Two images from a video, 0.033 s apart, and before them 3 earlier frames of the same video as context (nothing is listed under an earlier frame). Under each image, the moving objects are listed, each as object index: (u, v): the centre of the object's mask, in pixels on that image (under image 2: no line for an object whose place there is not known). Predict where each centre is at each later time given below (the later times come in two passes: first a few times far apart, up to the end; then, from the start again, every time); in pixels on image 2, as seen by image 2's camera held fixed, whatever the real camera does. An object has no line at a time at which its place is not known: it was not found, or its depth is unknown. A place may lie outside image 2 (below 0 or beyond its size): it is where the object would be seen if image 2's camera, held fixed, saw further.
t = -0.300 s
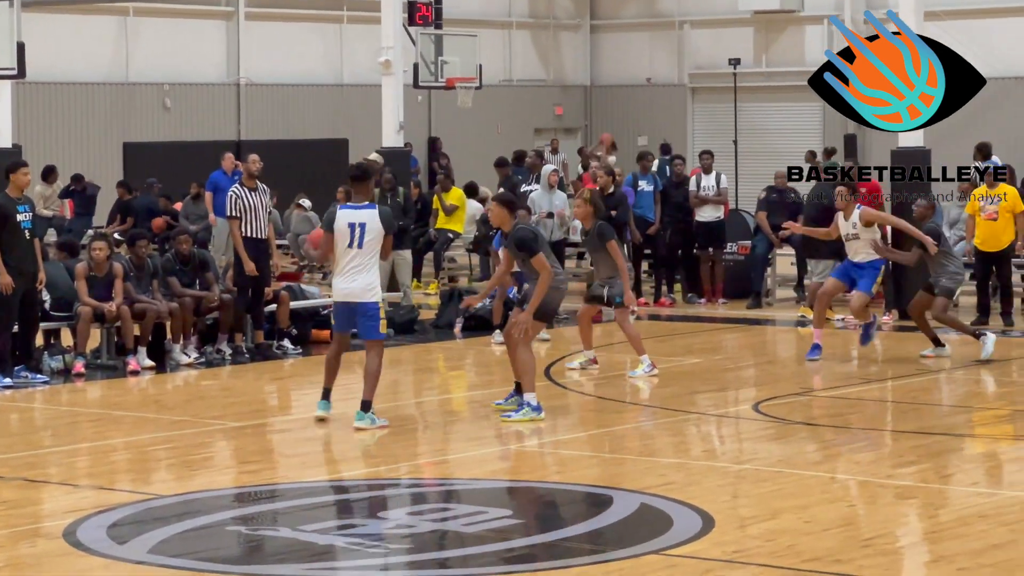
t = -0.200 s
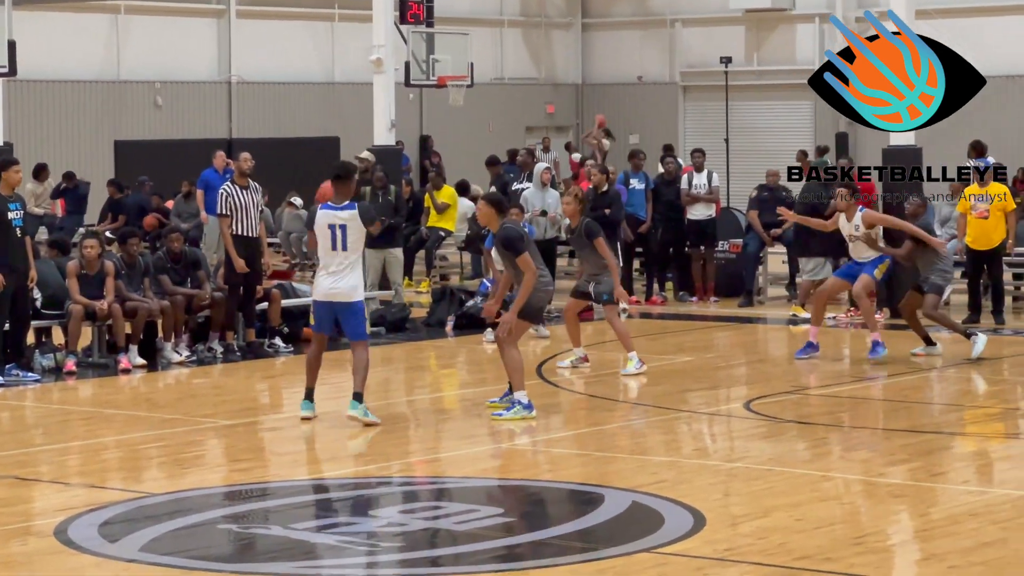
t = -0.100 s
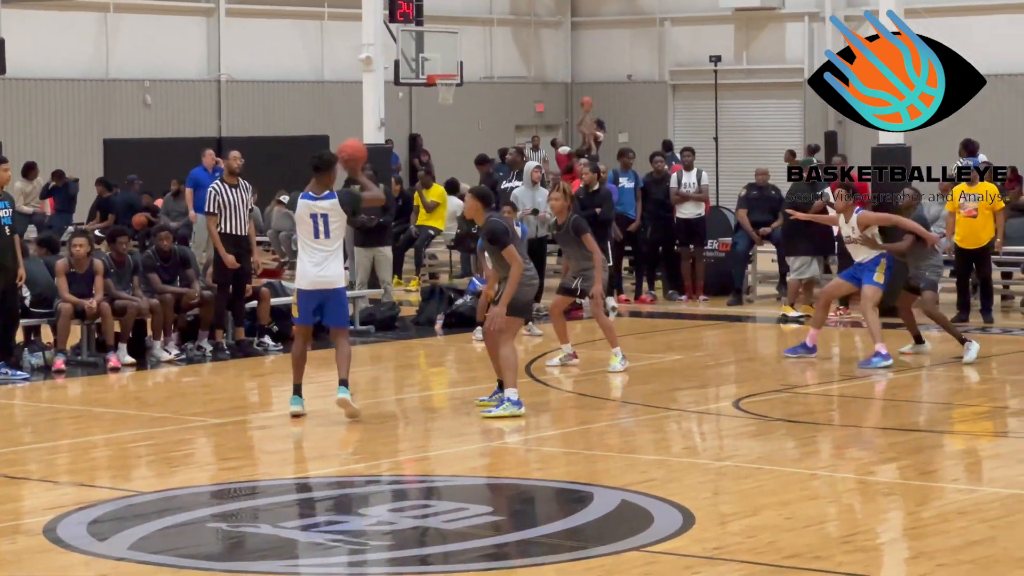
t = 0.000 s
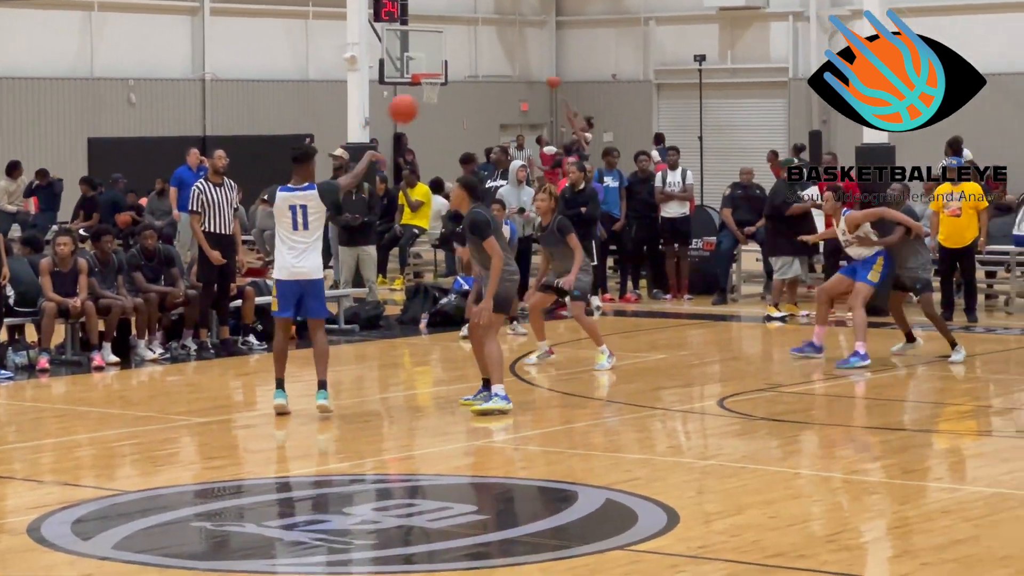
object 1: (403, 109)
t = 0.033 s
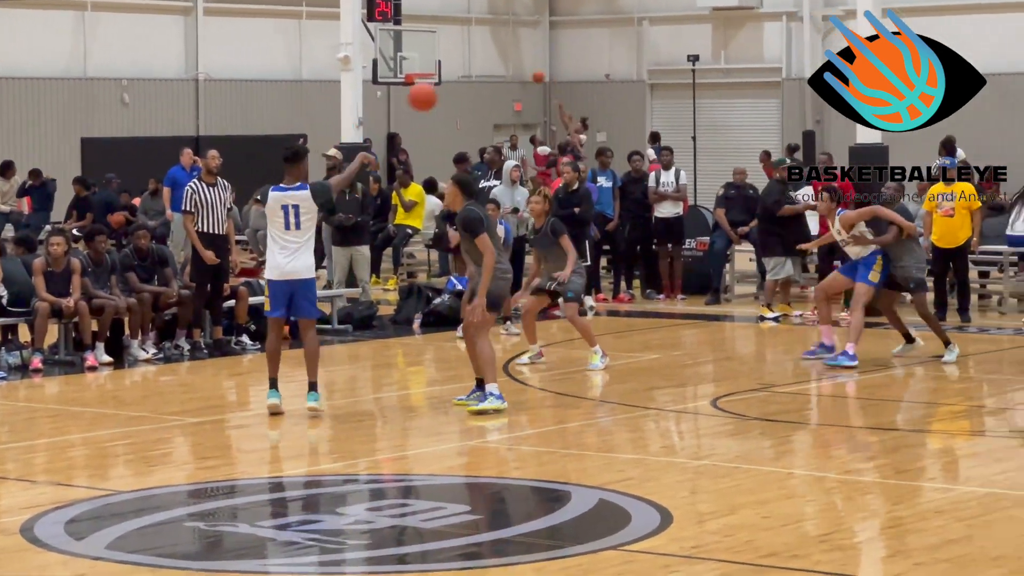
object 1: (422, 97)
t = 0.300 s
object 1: (613, 51)
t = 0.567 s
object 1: (777, 84)
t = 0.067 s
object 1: (447, 87)
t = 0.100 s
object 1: (473, 77)
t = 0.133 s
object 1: (497, 70)
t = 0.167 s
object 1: (521, 63)
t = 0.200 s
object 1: (545, 58)
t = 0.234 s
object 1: (568, 55)
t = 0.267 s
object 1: (590, 53)
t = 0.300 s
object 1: (613, 51)
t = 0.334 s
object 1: (634, 51)
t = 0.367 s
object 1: (655, 52)
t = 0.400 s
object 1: (676, 55)
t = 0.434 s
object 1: (697, 58)
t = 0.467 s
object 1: (718, 63)
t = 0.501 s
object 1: (738, 70)
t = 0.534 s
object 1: (757, 76)
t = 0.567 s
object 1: (777, 84)
